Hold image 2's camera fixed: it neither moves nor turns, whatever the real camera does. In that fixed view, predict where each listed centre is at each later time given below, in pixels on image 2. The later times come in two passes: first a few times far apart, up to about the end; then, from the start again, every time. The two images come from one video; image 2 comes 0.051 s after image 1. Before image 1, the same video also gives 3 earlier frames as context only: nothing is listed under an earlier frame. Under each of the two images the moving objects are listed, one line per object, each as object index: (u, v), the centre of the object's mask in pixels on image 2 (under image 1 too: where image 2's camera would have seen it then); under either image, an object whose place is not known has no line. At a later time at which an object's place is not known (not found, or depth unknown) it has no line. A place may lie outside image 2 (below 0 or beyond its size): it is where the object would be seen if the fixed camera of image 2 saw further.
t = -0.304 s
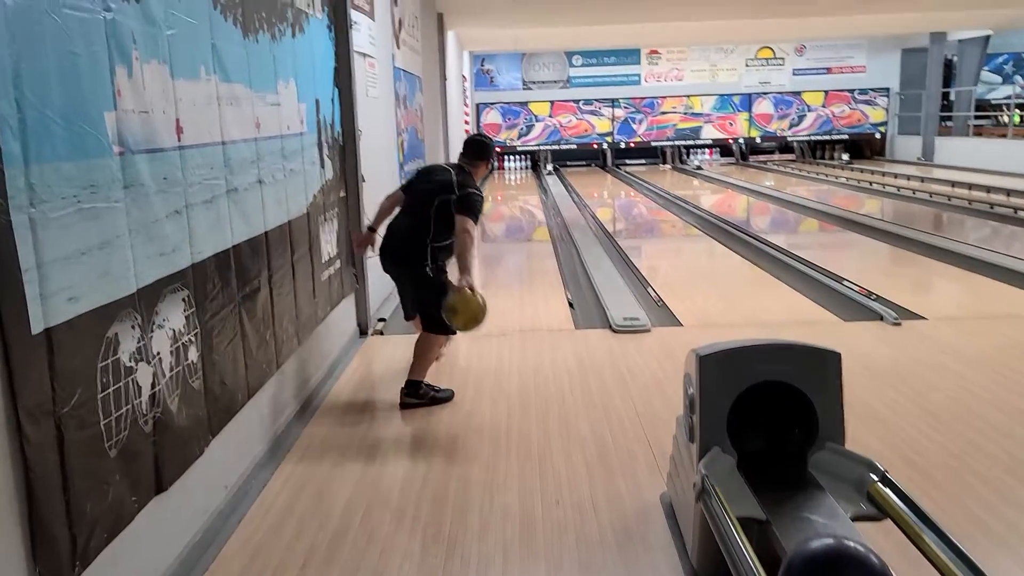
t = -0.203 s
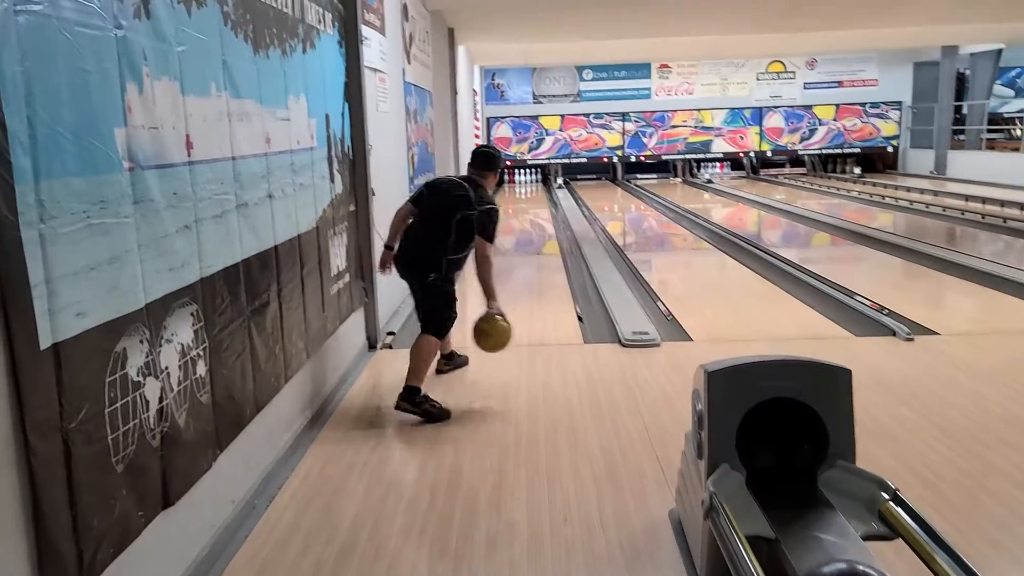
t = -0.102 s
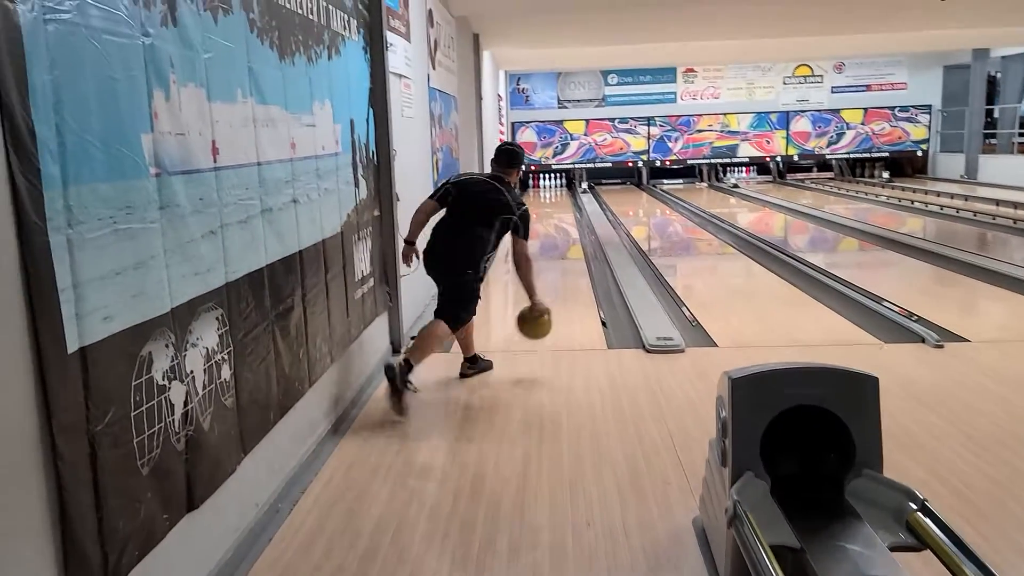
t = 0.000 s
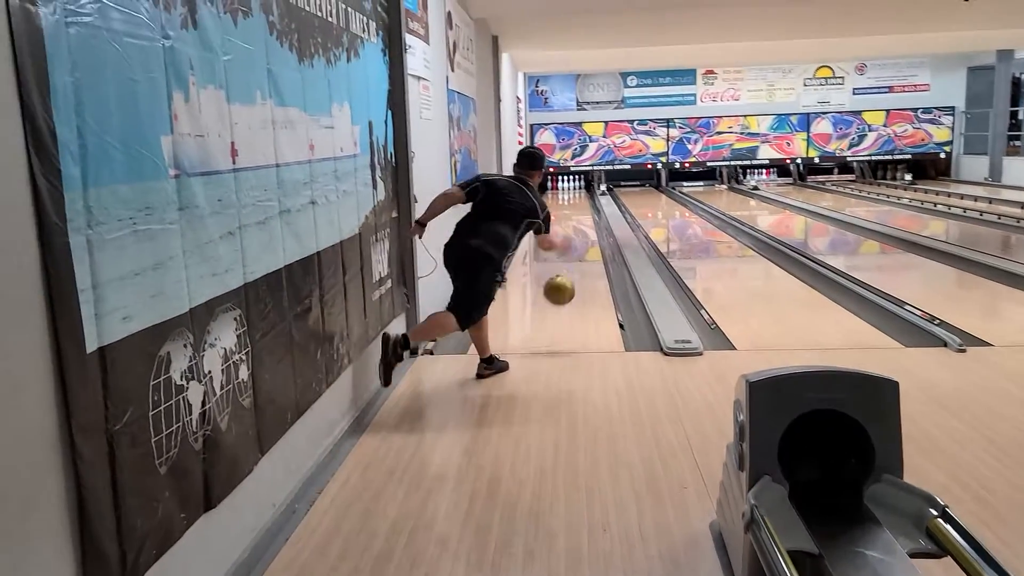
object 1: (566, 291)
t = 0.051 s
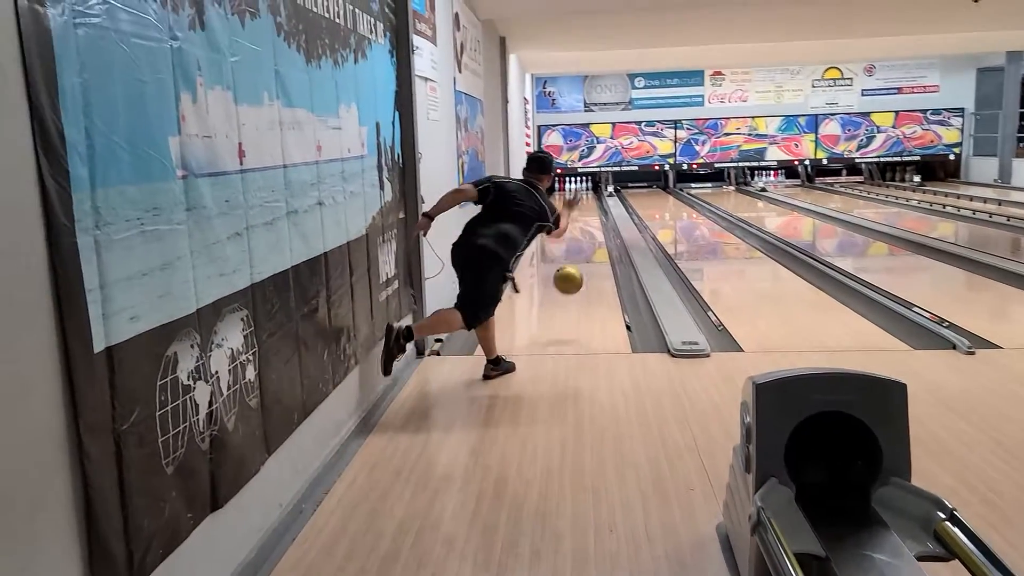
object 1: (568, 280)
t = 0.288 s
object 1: (579, 275)
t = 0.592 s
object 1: (588, 258)
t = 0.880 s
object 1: (593, 238)
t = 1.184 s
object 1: (598, 223)
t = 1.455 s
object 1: (601, 214)
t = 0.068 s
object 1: (569, 277)
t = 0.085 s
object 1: (569, 274)
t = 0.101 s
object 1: (571, 272)
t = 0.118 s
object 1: (572, 270)
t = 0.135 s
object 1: (572, 270)
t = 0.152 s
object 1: (573, 269)
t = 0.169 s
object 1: (574, 269)
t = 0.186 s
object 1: (574, 269)
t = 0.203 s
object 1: (575, 269)
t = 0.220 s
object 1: (576, 269)
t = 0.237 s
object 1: (577, 270)
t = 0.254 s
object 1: (578, 271)
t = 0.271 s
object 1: (578, 272)
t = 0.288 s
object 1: (579, 275)
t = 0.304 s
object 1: (579, 276)
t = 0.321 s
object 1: (580, 279)
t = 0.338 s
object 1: (581, 281)
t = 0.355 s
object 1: (581, 280)
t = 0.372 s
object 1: (582, 276)
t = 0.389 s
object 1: (582, 274)
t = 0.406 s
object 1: (583, 272)
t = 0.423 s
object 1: (584, 270)
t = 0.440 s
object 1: (584, 269)
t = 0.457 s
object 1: (584, 268)
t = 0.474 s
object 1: (585, 266)
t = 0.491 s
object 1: (585, 265)
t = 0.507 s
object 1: (586, 265)
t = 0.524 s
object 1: (586, 263)
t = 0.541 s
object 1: (586, 262)
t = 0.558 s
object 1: (587, 260)
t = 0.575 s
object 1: (587, 259)
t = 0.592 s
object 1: (588, 258)
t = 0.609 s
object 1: (588, 256)
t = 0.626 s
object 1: (589, 255)
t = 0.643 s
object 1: (589, 254)
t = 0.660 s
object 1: (589, 253)
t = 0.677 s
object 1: (590, 251)
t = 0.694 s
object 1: (590, 250)
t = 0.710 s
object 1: (590, 249)
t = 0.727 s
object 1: (590, 248)
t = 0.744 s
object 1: (591, 246)
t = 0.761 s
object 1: (591, 245)
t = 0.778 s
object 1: (591, 244)
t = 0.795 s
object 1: (592, 243)
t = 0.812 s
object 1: (592, 242)
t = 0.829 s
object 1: (592, 241)
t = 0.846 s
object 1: (592, 240)
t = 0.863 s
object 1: (593, 239)
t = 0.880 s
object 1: (593, 238)
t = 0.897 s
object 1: (593, 237)
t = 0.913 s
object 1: (594, 237)
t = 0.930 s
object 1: (594, 236)
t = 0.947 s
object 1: (594, 235)
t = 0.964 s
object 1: (594, 234)
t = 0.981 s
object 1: (595, 232)
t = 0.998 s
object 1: (595, 231)
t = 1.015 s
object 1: (596, 230)
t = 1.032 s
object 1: (596, 230)
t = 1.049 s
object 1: (596, 229)
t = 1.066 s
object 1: (596, 228)
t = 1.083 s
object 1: (596, 228)
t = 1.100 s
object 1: (597, 227)
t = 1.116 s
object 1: (597, 226)
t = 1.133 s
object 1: (597, 226)
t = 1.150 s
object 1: (597, 225)
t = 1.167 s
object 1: (597, 224)
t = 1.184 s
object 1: (598, 223)
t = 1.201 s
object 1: (598, 223)
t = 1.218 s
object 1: (598, 222)
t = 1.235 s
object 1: (598, 221)
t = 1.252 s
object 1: (599, 220)
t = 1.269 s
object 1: (599, 220)
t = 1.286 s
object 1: (599, 219)
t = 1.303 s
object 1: (599, 219)
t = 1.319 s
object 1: (599, 218)
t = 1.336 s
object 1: (599, 217)
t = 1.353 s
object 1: (599, 217)
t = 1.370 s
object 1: (600, 216)
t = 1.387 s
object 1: (600, 216)
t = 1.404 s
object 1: (600, 215)
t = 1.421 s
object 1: (600, 215)
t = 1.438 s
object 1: (600, 215)
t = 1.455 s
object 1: (601, 214)
